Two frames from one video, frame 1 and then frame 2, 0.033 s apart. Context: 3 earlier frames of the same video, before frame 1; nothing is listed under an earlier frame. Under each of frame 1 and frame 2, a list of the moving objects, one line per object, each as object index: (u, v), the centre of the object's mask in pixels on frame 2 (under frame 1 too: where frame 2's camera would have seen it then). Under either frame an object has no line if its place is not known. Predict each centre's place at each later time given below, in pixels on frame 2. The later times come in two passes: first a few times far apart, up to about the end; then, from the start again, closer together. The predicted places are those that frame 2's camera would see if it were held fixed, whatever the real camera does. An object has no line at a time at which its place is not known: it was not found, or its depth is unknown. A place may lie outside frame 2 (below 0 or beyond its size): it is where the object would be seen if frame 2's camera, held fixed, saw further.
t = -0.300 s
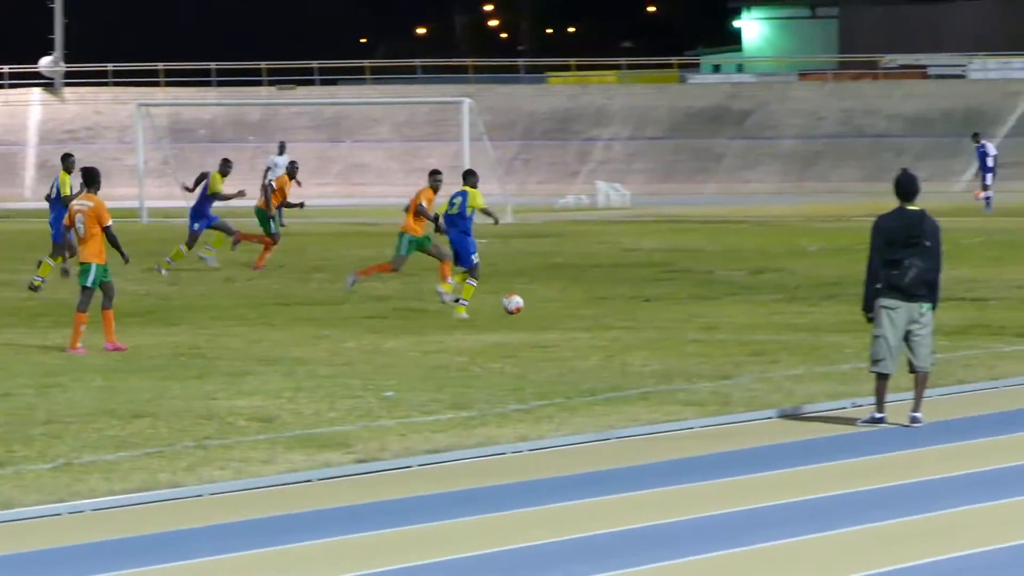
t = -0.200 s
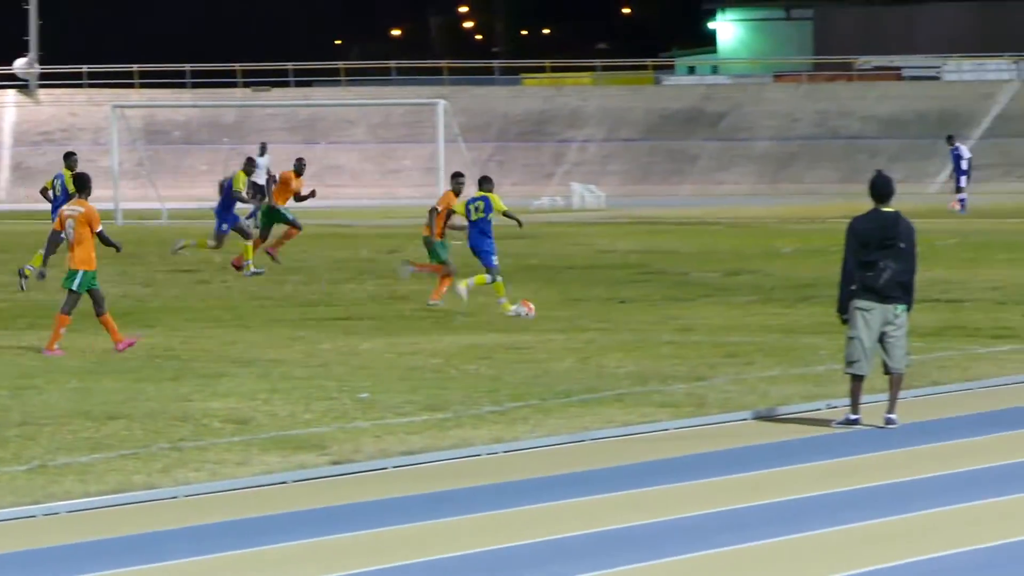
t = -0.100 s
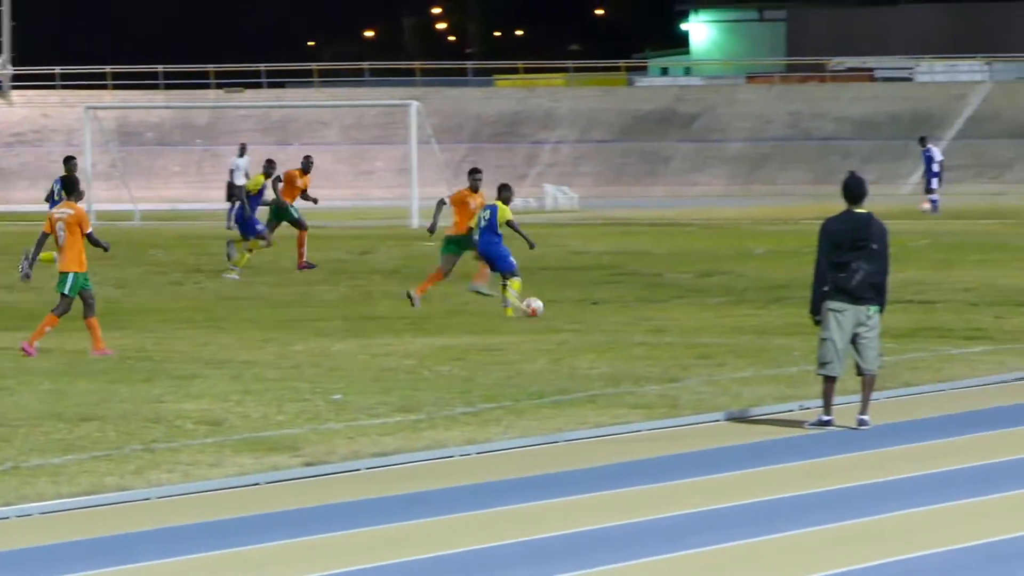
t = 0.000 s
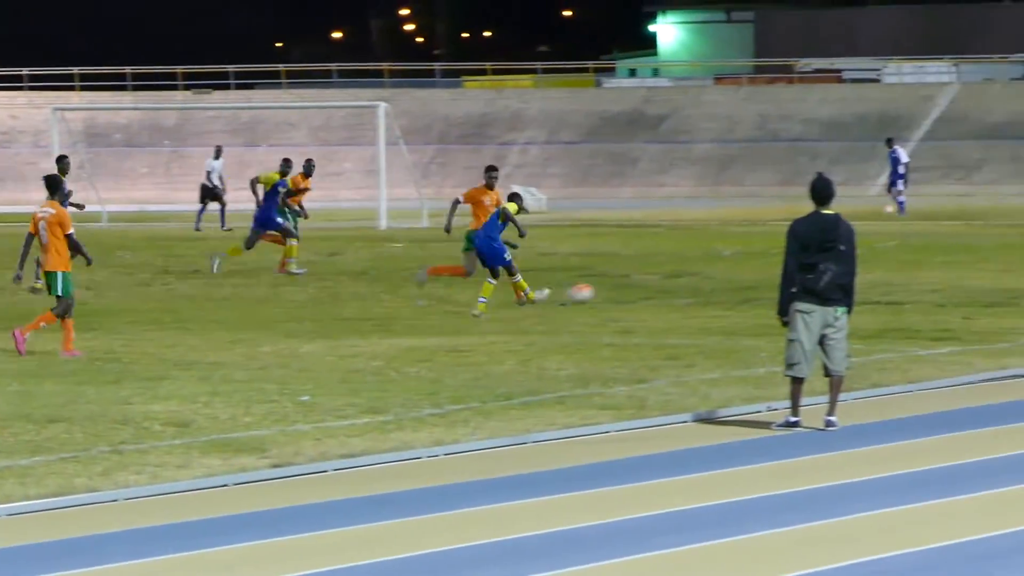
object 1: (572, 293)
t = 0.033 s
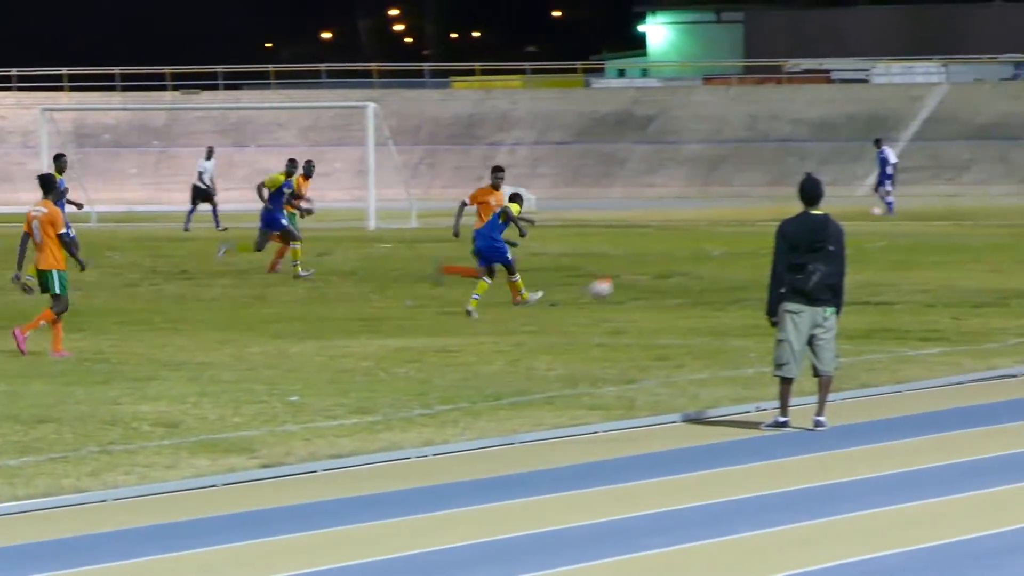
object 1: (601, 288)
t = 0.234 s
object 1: (763, 282)
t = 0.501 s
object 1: (951, 282)
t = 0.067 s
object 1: (630, 283)
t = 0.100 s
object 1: (661, 281)
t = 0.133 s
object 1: (690, 279)
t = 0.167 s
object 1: (718, 280)
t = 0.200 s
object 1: (746, 281)
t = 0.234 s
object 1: (763, 282)
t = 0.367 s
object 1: (867, 287)
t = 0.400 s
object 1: (888, 283)
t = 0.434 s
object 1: (910, 281)
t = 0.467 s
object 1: (930, 280)
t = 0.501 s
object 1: (951, 282)
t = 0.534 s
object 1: (971, 284)
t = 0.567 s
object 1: (991, 285)
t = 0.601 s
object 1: (1009, 282)
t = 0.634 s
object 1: (1027, 279)
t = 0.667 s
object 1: (1045, 277)
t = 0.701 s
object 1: (1062, 276)
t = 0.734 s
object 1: (1079, 276)
